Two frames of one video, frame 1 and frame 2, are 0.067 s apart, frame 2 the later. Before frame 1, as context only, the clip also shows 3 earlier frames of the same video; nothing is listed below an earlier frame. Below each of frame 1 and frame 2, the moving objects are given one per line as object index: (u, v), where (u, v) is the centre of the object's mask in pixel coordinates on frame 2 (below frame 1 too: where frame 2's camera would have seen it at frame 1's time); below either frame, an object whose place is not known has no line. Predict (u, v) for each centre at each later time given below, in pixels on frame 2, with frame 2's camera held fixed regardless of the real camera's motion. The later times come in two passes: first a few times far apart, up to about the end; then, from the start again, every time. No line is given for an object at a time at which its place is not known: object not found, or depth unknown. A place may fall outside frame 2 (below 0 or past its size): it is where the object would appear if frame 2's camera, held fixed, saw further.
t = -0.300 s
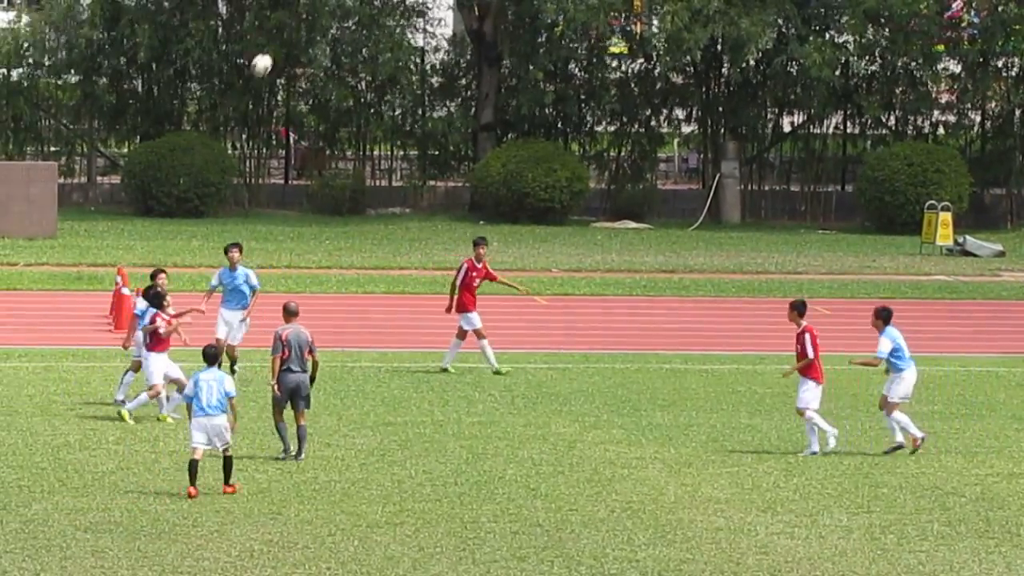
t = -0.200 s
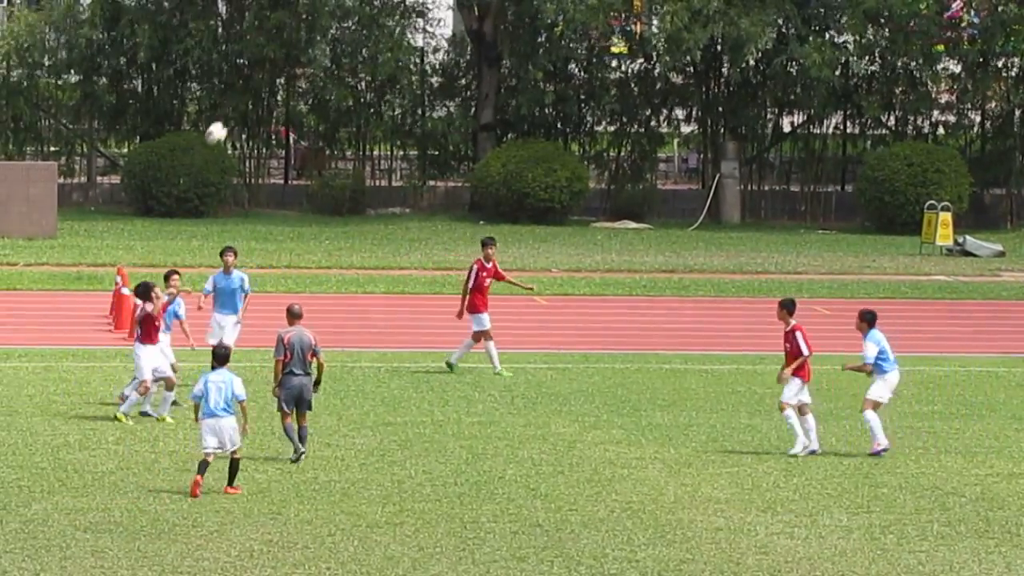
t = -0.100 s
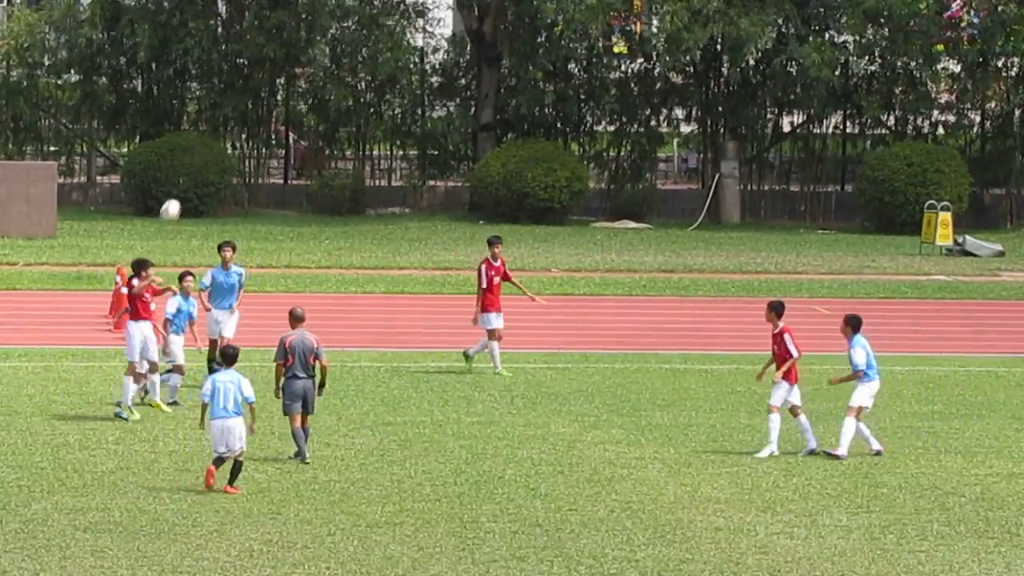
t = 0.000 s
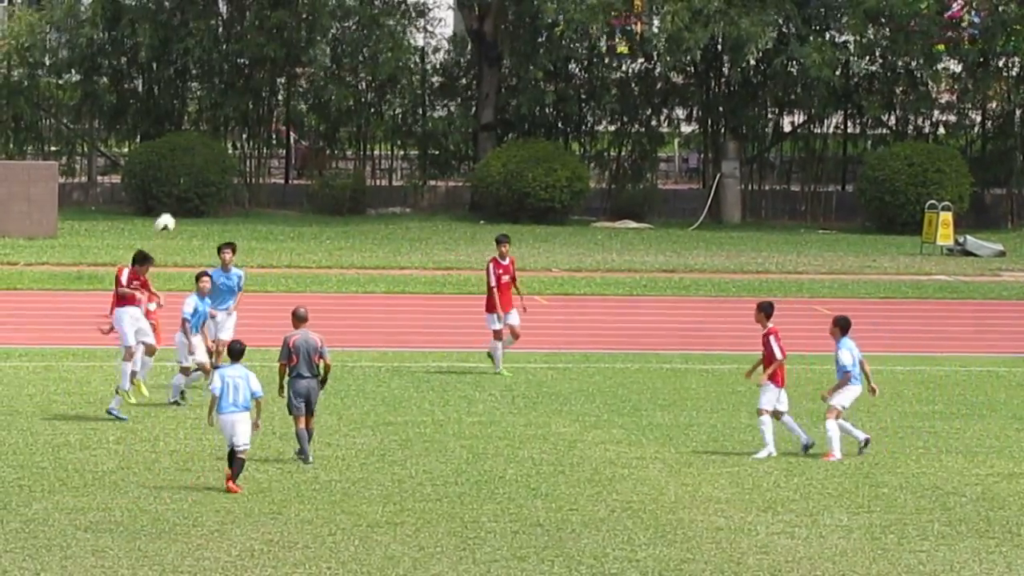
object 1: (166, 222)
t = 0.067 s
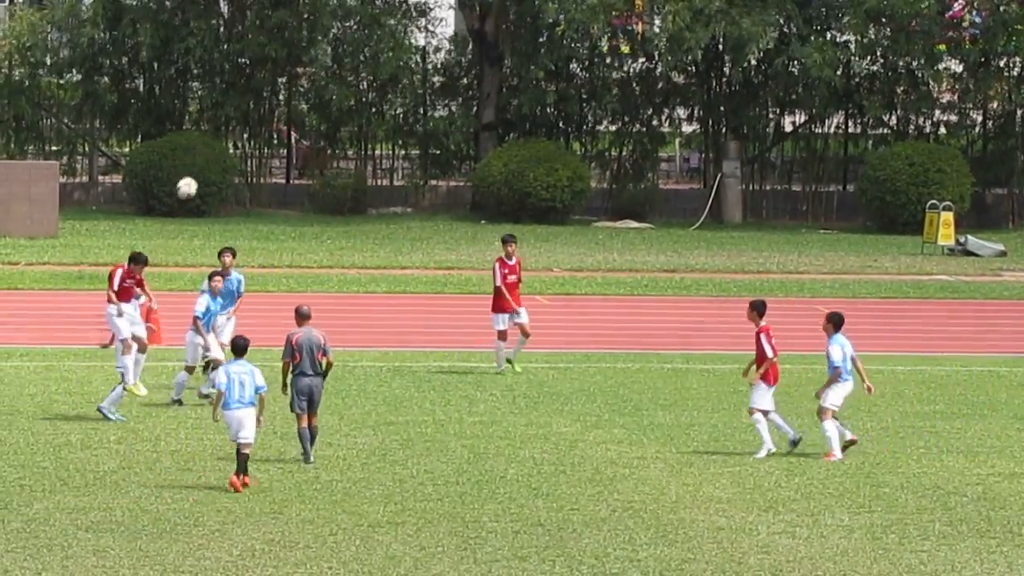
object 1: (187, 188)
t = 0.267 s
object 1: (248, 103)
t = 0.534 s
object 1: (328, 48)
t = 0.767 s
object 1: (396, 55)
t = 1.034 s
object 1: (472, 127)
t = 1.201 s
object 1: (518, 210)
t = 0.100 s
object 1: (197, 171)
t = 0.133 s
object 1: (207, 156)
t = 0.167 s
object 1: (218, 141)
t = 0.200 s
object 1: (228, 128)
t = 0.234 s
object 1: (238, 115)
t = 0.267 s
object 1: (248, 103)
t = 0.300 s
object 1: (258, 93)
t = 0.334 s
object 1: (269, 84)
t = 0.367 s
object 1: (278, 75)
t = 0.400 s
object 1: (288, 68)
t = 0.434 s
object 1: (298, 62)
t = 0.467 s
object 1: (308, 55)
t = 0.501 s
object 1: (319, 51)
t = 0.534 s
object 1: (328, 48)
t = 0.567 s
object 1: (337, 47)
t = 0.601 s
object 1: (347, 45)
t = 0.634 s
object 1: (357, 44)
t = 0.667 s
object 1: (367, 45)
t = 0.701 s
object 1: (376, 48)
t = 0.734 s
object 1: (386, 51)
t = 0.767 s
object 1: (396, 55)
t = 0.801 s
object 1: (406, 59)
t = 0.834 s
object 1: (416, 66)
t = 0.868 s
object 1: (425, 75)
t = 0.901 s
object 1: (434, 83)
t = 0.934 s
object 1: (444, 91)
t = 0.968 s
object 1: (453, 102)
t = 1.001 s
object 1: (462, 114)
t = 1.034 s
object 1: (472, 127)
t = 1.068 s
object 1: (481, 142)
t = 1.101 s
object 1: (491, 156)
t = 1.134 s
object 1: (500, 174)
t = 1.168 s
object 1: (508, 192)
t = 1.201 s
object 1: (518, 210)
